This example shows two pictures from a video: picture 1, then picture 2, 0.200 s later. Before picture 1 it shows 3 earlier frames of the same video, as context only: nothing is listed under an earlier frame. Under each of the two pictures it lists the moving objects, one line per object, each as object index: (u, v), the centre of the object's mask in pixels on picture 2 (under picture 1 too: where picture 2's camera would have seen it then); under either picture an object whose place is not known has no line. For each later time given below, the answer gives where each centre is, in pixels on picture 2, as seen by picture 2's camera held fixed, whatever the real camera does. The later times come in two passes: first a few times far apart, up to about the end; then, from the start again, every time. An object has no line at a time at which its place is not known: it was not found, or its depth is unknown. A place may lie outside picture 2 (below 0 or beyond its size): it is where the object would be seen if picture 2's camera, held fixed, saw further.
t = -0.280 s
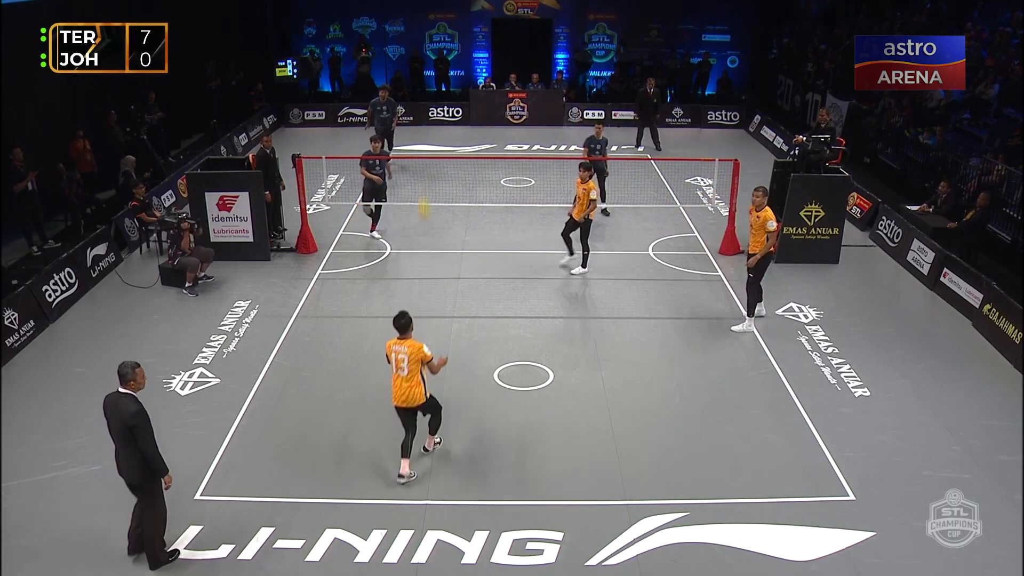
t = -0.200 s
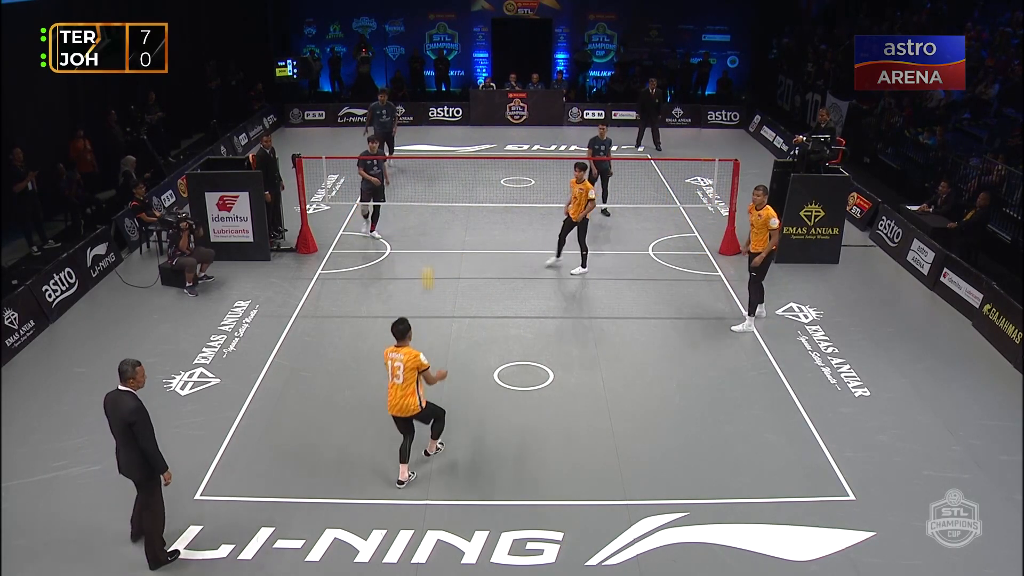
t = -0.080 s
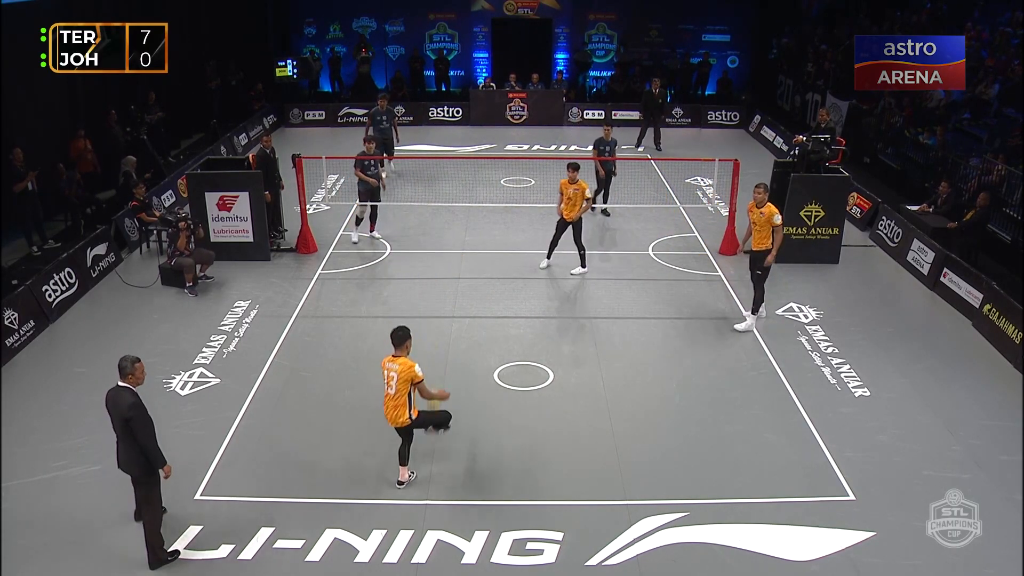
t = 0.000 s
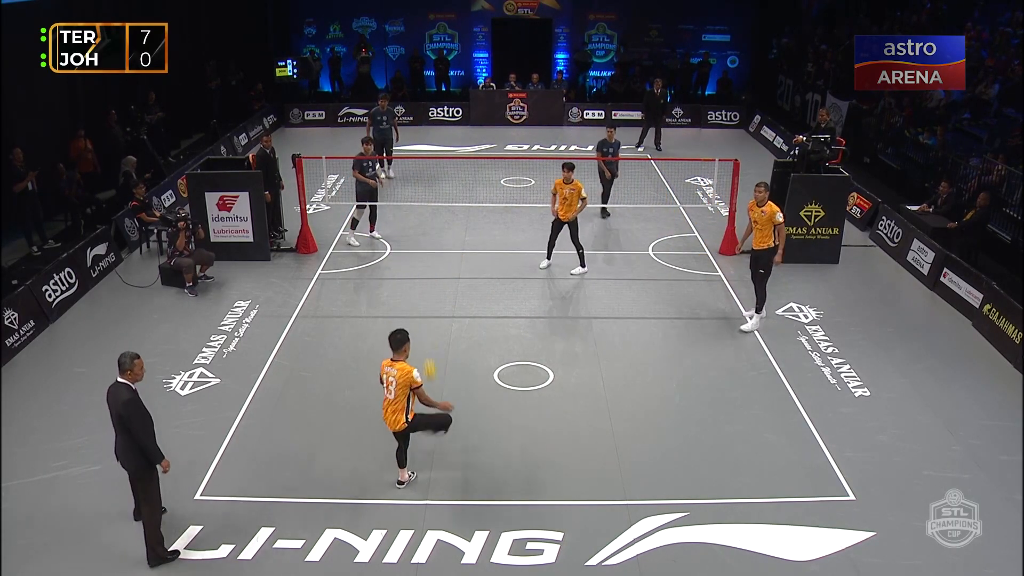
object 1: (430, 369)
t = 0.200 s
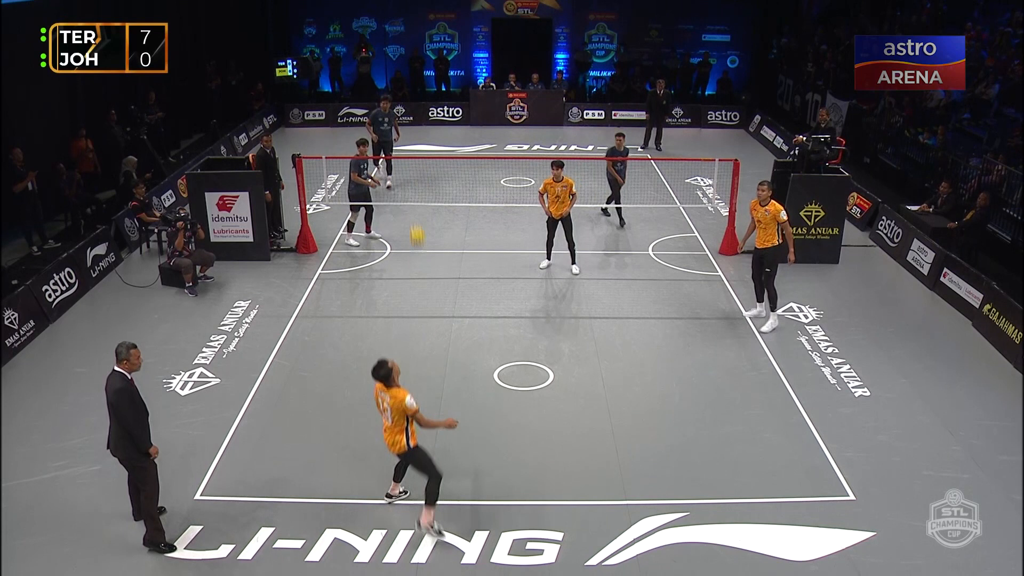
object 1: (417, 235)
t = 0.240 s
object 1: (415, 211)
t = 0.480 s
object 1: (401, 99)
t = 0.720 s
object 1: (388, 53)
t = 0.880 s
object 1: (381, 65)
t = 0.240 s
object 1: (415, 211)
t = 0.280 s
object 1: (412, 188)
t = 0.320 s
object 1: (410, 168)
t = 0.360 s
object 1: (407, 147)
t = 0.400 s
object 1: (405, 129)
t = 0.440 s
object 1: (403, 114)
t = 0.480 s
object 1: (401, 99)
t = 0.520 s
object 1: (398, 88)
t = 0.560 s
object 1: (396, 76)
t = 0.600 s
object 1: (394, 67)
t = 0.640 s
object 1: (392, 60)
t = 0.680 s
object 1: (390, 56)
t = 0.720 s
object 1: (388, 53)
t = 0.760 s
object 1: (386, 53)
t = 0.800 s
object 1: (384, 54)
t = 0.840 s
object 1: (382, 58)
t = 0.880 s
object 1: (381, 65)
